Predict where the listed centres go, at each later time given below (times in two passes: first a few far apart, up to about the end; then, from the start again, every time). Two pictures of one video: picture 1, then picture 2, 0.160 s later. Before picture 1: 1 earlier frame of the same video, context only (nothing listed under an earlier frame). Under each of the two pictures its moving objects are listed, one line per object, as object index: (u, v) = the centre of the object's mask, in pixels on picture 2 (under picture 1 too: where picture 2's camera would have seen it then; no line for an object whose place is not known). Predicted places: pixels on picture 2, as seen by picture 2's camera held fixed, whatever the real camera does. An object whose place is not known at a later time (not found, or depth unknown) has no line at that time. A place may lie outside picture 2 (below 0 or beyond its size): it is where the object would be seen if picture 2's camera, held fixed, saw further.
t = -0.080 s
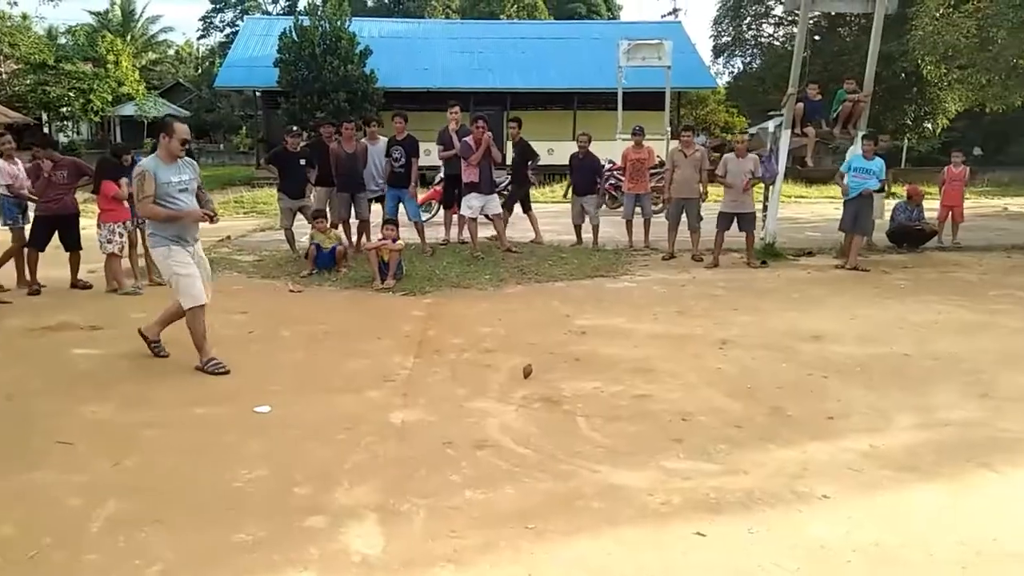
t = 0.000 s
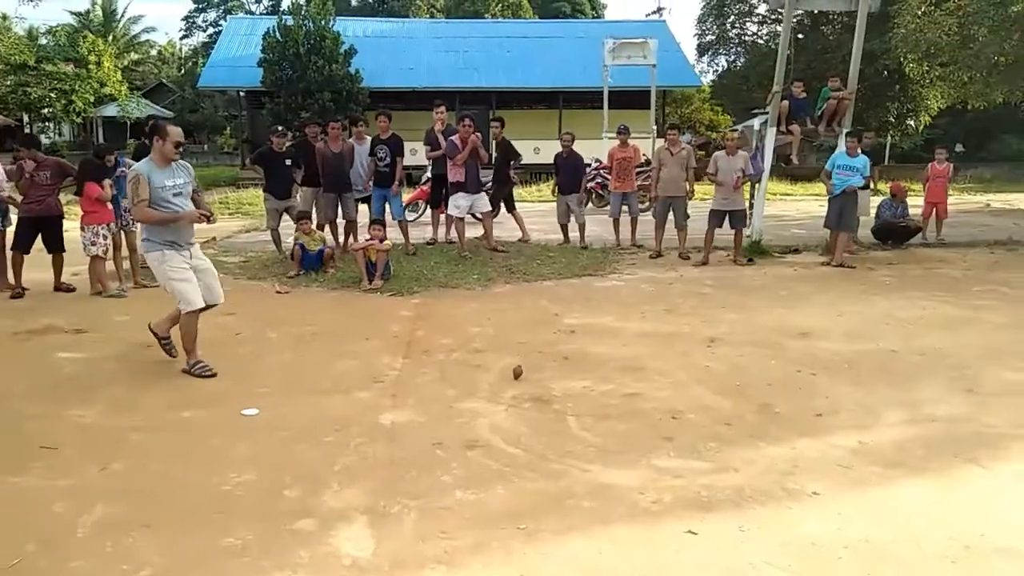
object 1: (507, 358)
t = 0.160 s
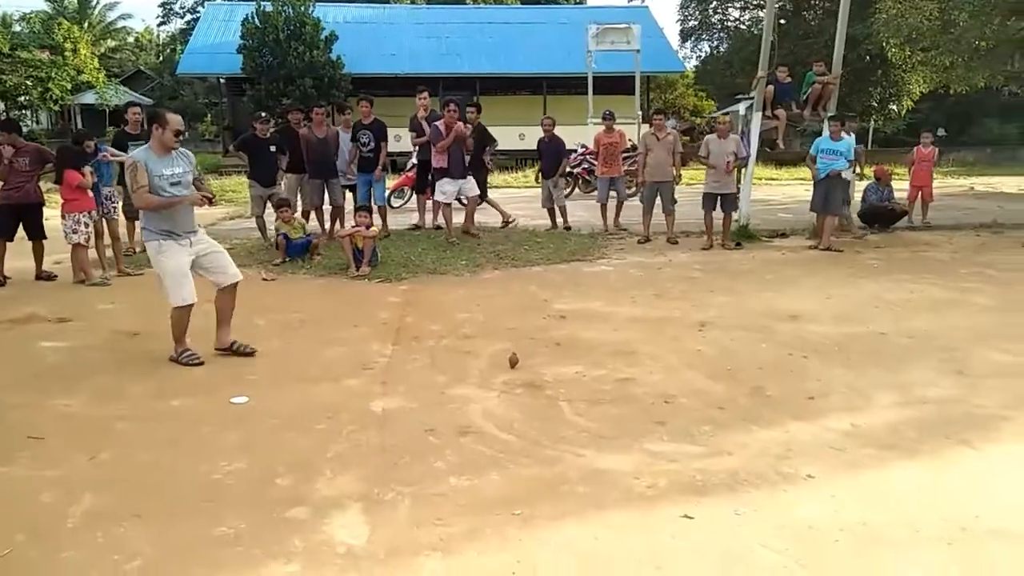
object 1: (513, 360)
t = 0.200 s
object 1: (514, 361)
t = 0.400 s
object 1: (523, 364)
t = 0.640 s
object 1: (534, 367)
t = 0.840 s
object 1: (545, 368)
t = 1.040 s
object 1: (558, 368)
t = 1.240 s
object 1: (568, 368)
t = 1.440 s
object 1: (576, 367)
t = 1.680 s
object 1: (579, 364)
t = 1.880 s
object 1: (580, 362)
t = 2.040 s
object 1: (580, 360)
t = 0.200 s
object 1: (514, 361)
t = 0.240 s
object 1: (515, 362)
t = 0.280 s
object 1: (517, 362)
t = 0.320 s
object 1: (519, 363)
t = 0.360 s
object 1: (521, 364)
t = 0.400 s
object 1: (523, 364)
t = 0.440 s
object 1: (524, 365)
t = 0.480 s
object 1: (526, 366)
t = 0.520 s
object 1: (528, 366)
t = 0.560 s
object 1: (530, 366)
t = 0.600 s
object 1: (532, 367)
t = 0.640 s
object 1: (534, 367)
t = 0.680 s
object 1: (535, 367)
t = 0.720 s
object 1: (538, 367)
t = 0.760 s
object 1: (540, 368)
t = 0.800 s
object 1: (543, 368)
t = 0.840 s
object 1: (545, 368)
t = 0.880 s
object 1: (548, 368)
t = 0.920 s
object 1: (551, 368)
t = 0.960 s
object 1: (553, 369)
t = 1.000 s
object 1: (556, 368)
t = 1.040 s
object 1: (558, 368)
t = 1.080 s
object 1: (561, 368)
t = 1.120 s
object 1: (562, 368)
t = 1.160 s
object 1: (564, 368)
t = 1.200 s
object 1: (566, 368)
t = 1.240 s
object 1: (568, 368)
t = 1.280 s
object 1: (570, 368)
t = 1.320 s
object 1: (571, 368)
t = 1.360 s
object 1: (572, 367)
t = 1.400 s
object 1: (574, 367)
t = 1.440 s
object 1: (576, 367)
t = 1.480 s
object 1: (577, 366)
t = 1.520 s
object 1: (578, 366)
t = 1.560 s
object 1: (579, 366)
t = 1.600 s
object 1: (579, 366)
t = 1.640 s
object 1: (579, 365)
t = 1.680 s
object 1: (579, 364)
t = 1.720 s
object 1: (580, 364)
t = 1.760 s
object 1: (580, 363)
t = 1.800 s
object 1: (581, 362)
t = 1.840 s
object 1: (580, 362)
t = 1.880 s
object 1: (580, 362)
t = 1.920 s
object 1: (580, 362)
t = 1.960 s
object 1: (580, 361)
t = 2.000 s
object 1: (580, 361)
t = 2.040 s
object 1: (580, 360)
